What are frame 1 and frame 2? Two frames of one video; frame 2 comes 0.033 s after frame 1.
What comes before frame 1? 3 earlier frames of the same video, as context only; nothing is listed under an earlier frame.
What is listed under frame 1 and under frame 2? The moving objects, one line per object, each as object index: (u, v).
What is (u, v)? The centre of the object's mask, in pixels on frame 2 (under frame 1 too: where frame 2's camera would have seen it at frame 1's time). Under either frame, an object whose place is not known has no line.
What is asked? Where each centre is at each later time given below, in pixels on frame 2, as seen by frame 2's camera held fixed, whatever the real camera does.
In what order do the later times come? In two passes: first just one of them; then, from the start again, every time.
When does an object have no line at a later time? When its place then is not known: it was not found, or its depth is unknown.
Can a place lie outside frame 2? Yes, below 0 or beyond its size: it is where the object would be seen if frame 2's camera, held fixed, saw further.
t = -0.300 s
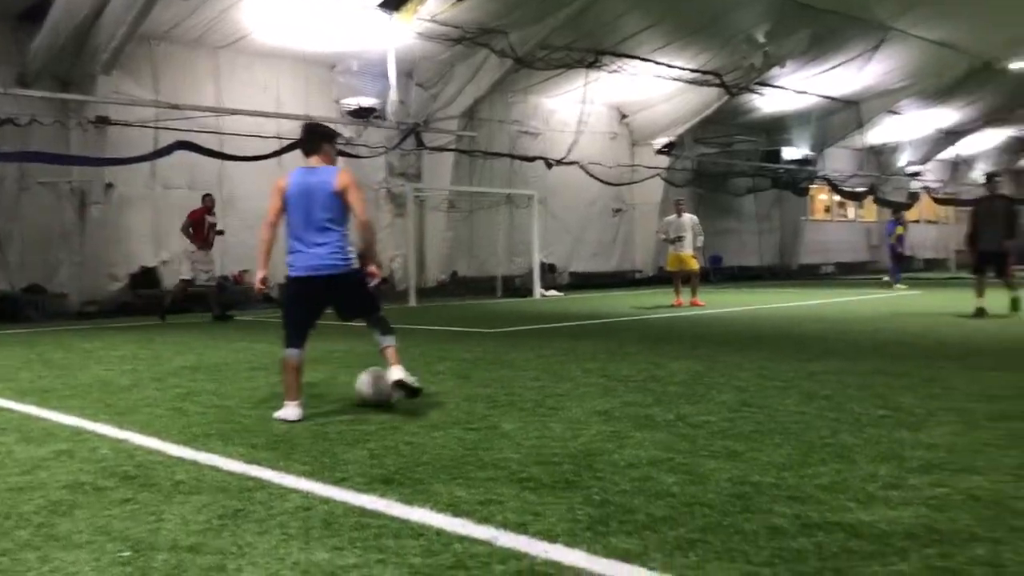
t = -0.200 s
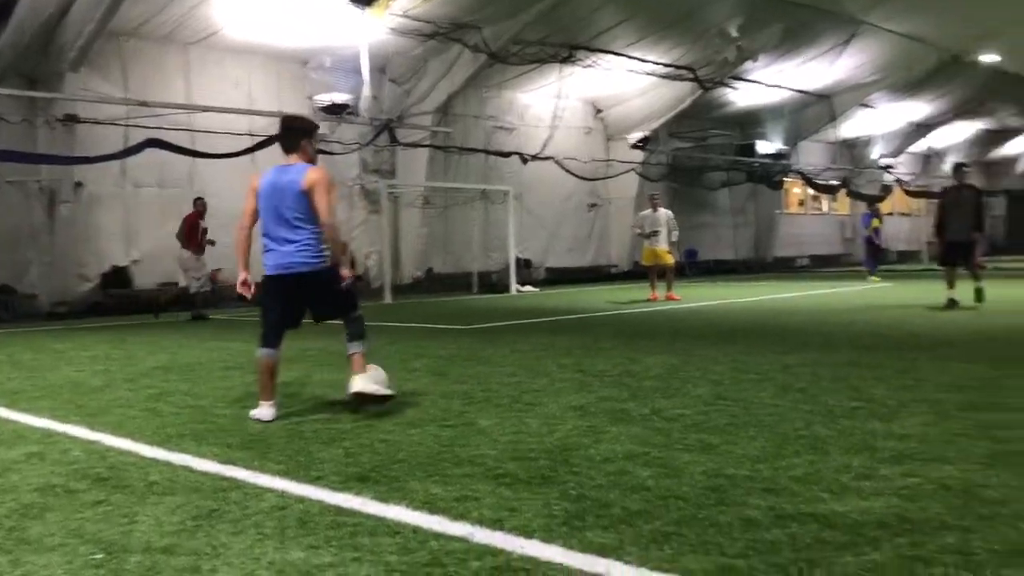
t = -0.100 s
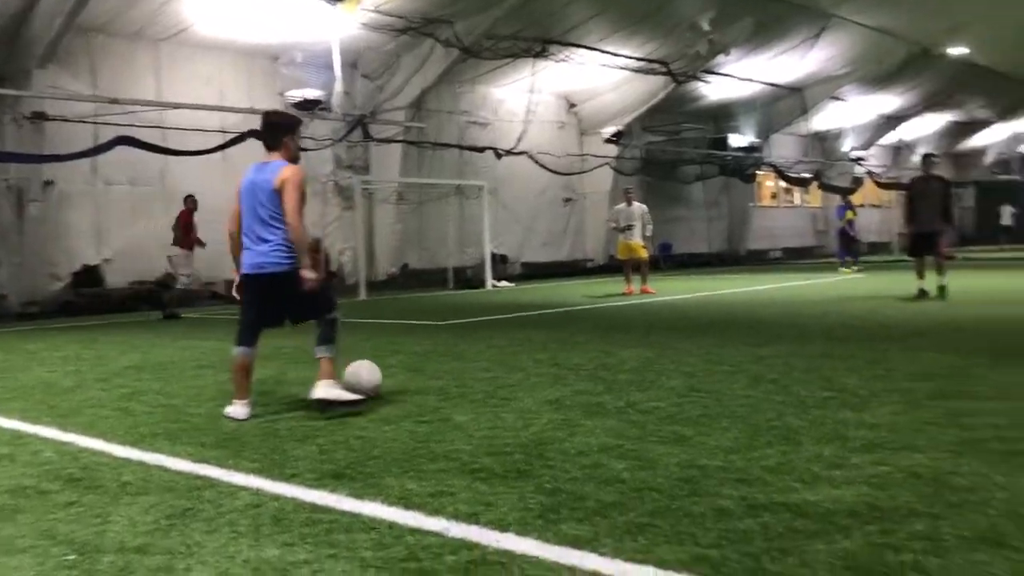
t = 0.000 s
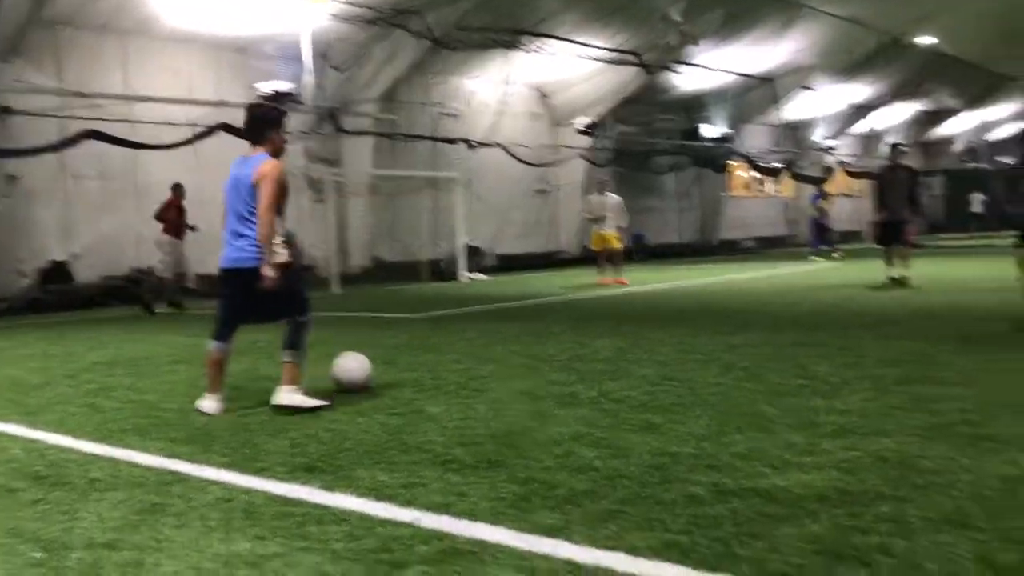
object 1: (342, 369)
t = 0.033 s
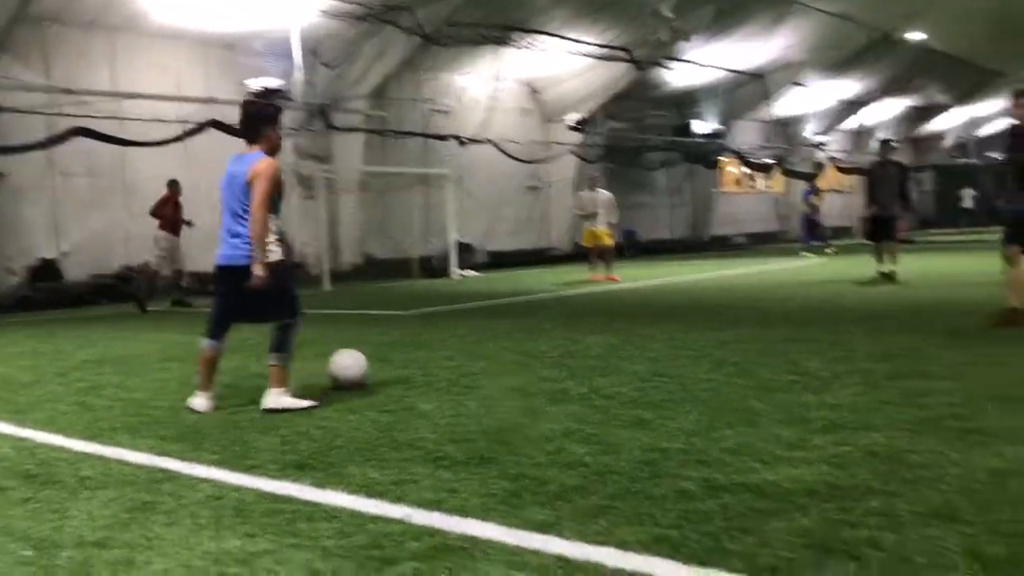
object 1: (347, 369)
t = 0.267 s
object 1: (386, 367)
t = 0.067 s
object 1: (353, 369)
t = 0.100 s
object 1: (358, 369)
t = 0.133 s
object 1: (364, 368)
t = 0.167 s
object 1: (370, 367)
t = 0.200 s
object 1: (376, 367)
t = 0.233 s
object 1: (381, 367)
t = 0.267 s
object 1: (386, 367)
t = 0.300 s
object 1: (391, 366)
